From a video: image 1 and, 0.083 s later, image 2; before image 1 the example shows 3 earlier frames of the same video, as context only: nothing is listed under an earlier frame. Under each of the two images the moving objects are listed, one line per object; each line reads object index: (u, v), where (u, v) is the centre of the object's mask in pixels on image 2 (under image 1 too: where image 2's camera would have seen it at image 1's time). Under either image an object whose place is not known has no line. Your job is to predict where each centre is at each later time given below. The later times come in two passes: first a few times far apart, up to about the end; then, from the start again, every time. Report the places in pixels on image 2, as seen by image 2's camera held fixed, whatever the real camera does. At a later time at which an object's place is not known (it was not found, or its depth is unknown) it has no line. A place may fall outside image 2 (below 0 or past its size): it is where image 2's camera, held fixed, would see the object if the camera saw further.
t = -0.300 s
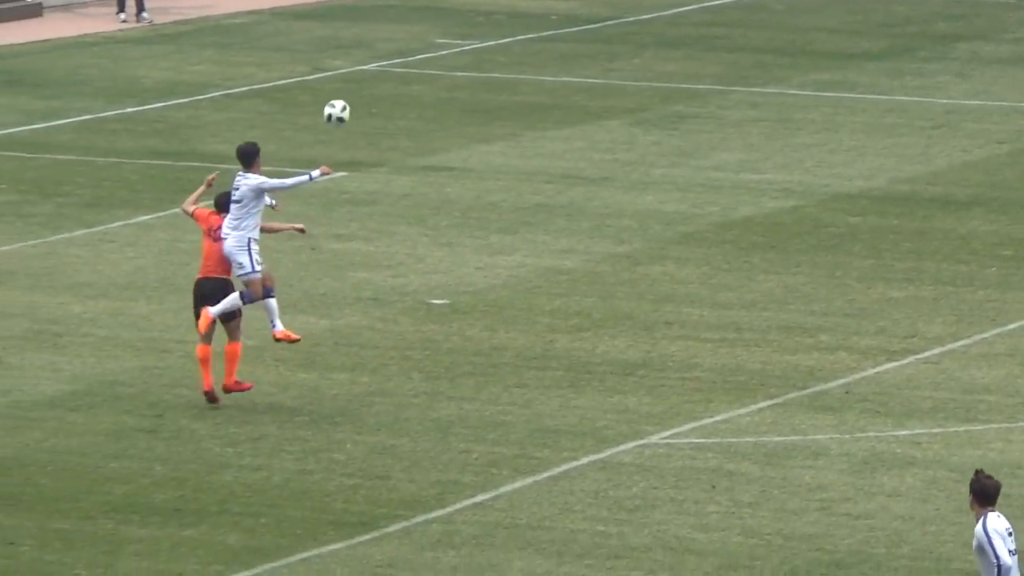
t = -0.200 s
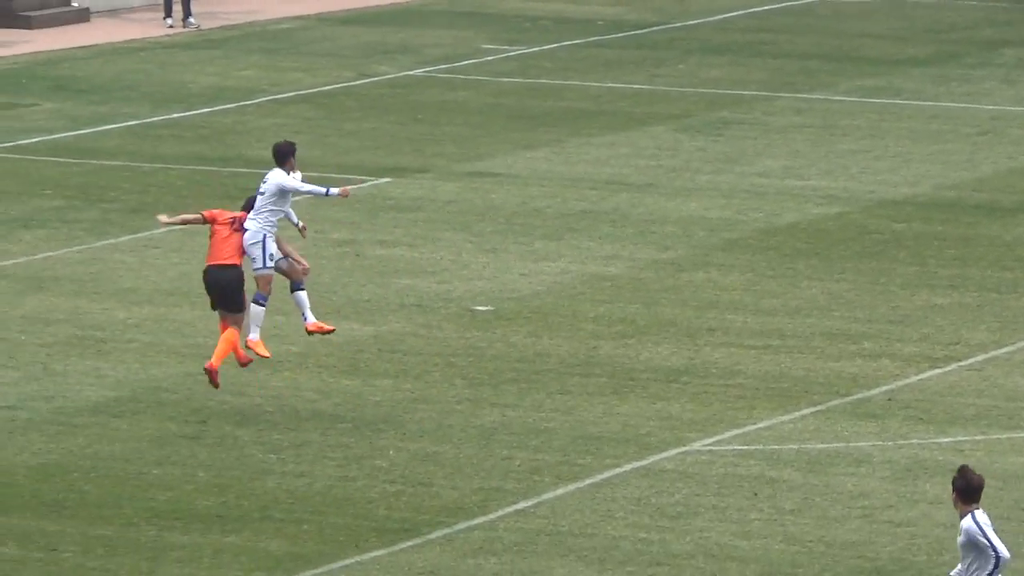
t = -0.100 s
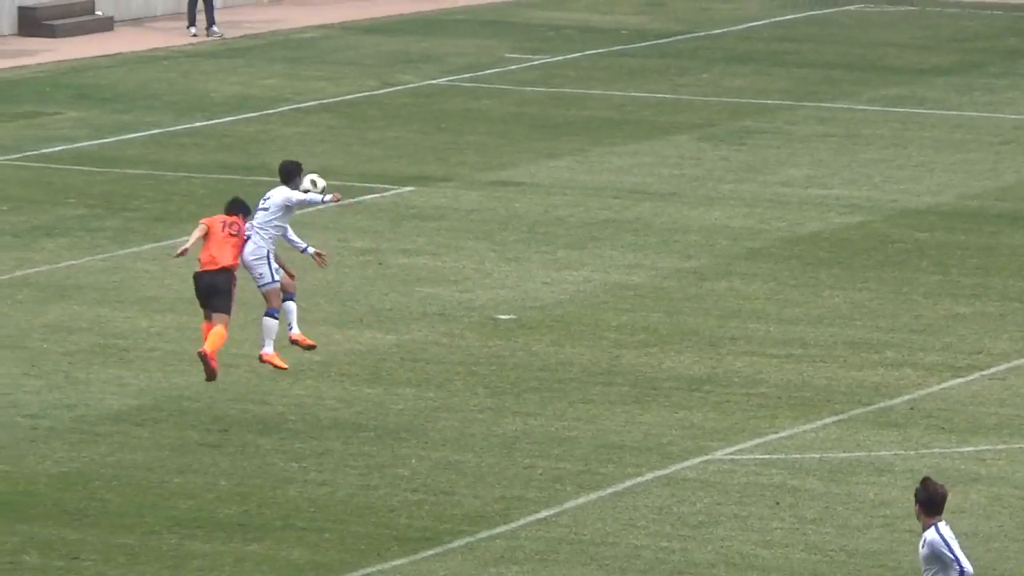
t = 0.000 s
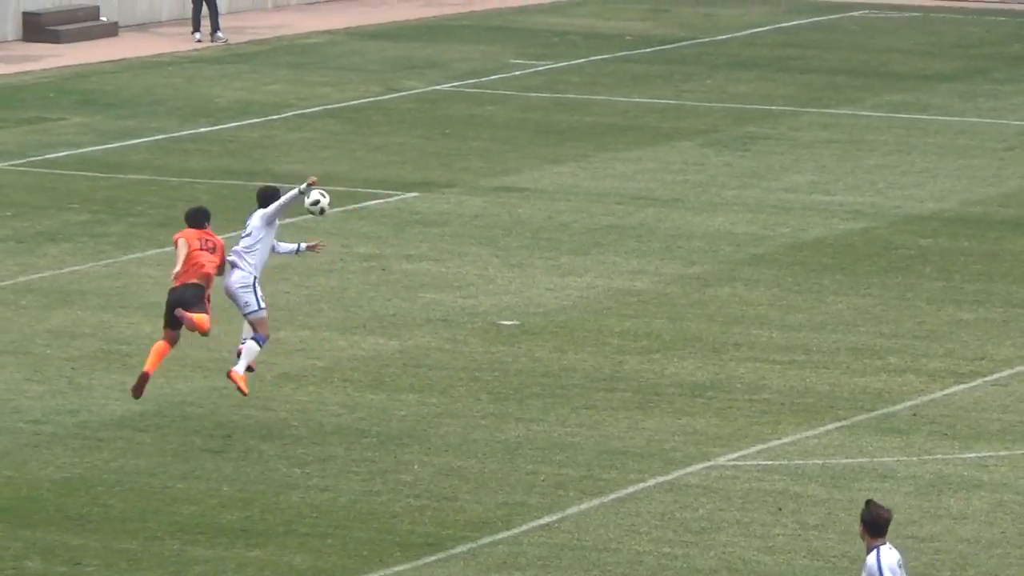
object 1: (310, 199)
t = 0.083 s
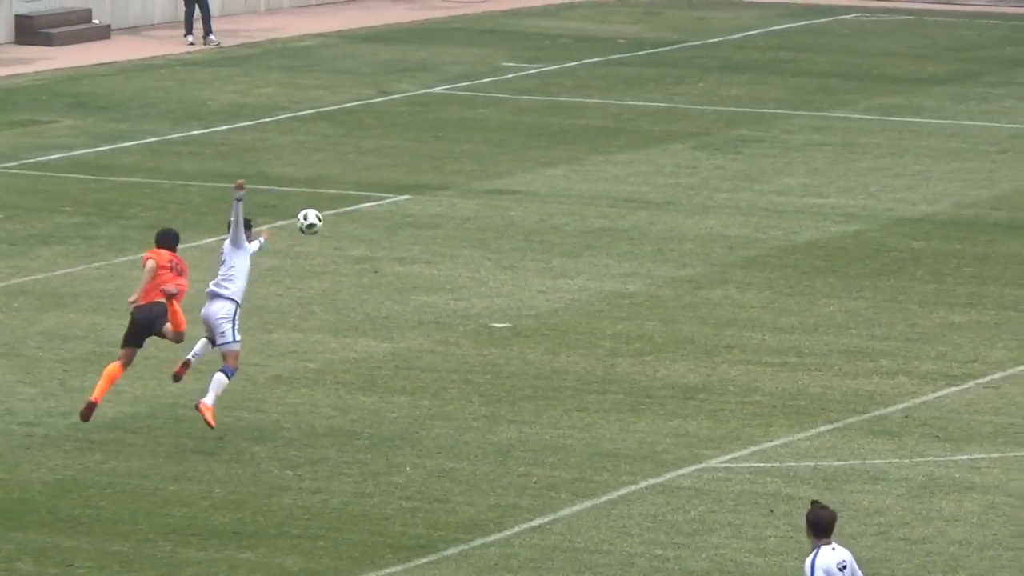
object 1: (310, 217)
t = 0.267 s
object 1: (313, 281)
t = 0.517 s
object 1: (318, 331)
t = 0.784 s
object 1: (339, 259)
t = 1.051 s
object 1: (359, 270)
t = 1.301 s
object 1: (371, 329)
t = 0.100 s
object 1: (309, 221)
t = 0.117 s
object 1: (309, 225)
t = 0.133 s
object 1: (309, 229)
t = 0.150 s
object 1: (310, 238)
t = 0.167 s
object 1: (310, 243)
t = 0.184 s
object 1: (310, 247)
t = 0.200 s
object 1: (310, 253)
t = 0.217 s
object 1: (310, 262)
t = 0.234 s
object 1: (311, 266)
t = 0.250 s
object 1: (312, 273)
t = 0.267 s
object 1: (313, 281)
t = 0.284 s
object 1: (312, 290)
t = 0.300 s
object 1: (311, 297)
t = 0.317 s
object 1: (312, 303)
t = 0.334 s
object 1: (311, 311)
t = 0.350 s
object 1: (311, 319)
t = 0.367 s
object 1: (310, 330)
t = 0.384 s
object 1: (310, 340)
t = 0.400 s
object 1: (311, 349)
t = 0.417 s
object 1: (311, 357)
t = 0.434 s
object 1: (310, 366)
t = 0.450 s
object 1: (311, 363)
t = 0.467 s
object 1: (312, 354)
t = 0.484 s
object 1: (316, 346)
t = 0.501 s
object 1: (318, 338)
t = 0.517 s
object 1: (318, 331)
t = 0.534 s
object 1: (320, 322)
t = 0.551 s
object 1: (320, 319)
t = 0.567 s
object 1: (322, 312)
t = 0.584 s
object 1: (324, 305)
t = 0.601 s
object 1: (325, 302)
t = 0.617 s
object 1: (325, 295)
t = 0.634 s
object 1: (328, 292)
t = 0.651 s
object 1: (327, 286)
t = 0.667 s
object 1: (329, 281)
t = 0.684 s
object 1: (330, 277)
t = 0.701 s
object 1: (331, 274)
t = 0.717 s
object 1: (334, 270)
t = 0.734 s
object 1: (336, 267)
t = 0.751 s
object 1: (339, 265)
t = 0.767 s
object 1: (339, 261)
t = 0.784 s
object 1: (339, 259)
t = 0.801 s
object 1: (342, 259)
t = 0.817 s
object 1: (343, 258)
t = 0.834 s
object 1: (344, 257)
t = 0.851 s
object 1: (347, 257)
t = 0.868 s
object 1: (347, 256)
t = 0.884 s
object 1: (348, 254)
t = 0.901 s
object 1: (349, 257)
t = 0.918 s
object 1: (350, 257)
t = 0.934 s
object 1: (351, 257)
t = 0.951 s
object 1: (352, 259)
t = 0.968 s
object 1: (353, 261)
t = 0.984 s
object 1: (355, 259)
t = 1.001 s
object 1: (356, 266)
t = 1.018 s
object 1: (358, 266)
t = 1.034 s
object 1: (360, 268)
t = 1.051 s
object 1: (359, 270)
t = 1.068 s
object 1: (361, 276)
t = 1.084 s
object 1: (362, 277)
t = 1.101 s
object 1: (361, 279)
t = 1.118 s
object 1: (362, 287)
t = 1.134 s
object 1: (364, 289)
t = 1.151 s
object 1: (363, 291)
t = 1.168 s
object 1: (365, 298)
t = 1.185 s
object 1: (365, 304)
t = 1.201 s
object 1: (366, 310)
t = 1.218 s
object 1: (368, 317)
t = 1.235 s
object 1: (369, 319)
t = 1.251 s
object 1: (373, 326)
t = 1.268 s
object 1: (371, 330)
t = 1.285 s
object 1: (371, 335)
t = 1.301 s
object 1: (371, 329)
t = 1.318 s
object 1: (374, 322)
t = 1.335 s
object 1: (377, 317)
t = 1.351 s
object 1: (379, 314)
